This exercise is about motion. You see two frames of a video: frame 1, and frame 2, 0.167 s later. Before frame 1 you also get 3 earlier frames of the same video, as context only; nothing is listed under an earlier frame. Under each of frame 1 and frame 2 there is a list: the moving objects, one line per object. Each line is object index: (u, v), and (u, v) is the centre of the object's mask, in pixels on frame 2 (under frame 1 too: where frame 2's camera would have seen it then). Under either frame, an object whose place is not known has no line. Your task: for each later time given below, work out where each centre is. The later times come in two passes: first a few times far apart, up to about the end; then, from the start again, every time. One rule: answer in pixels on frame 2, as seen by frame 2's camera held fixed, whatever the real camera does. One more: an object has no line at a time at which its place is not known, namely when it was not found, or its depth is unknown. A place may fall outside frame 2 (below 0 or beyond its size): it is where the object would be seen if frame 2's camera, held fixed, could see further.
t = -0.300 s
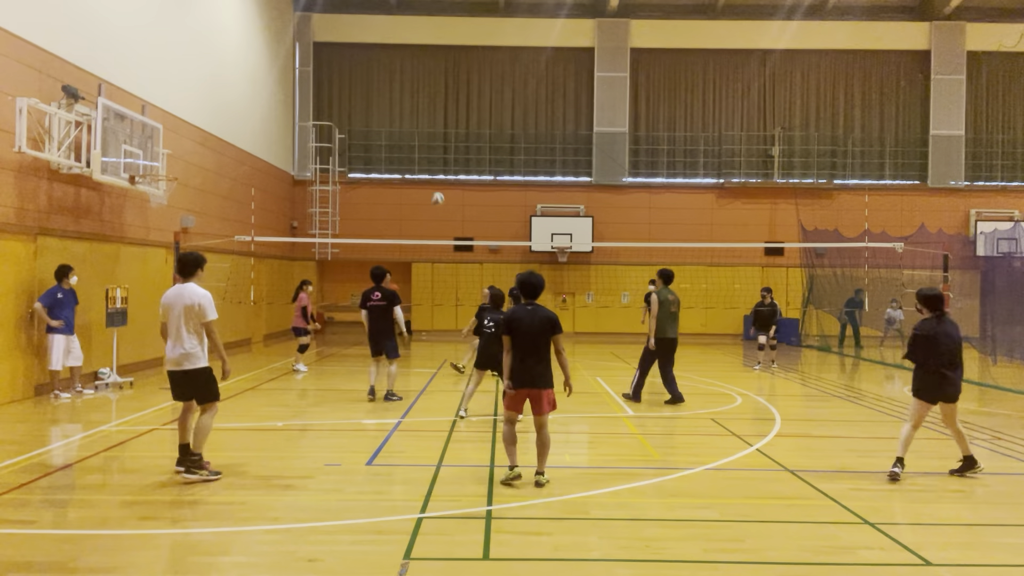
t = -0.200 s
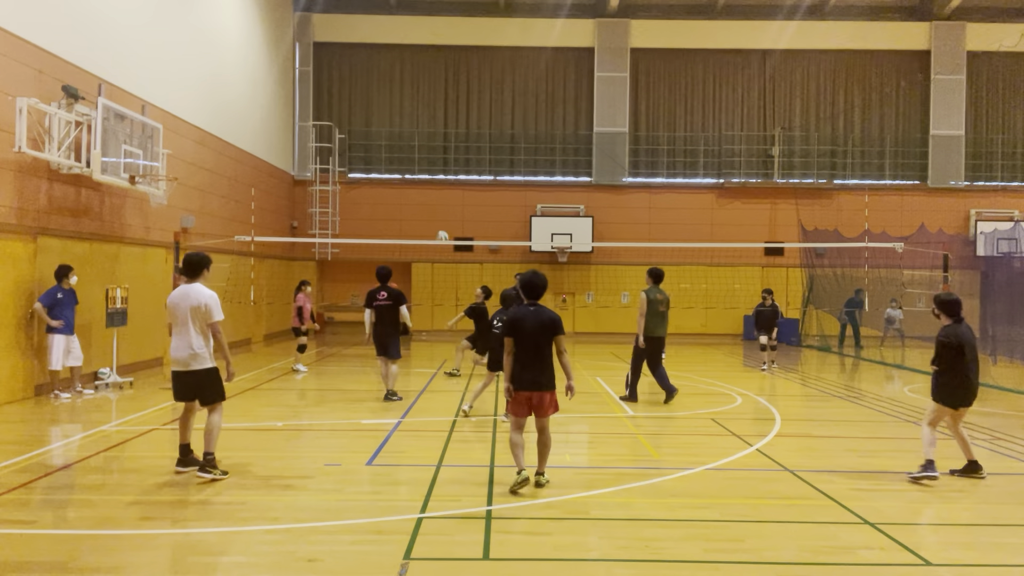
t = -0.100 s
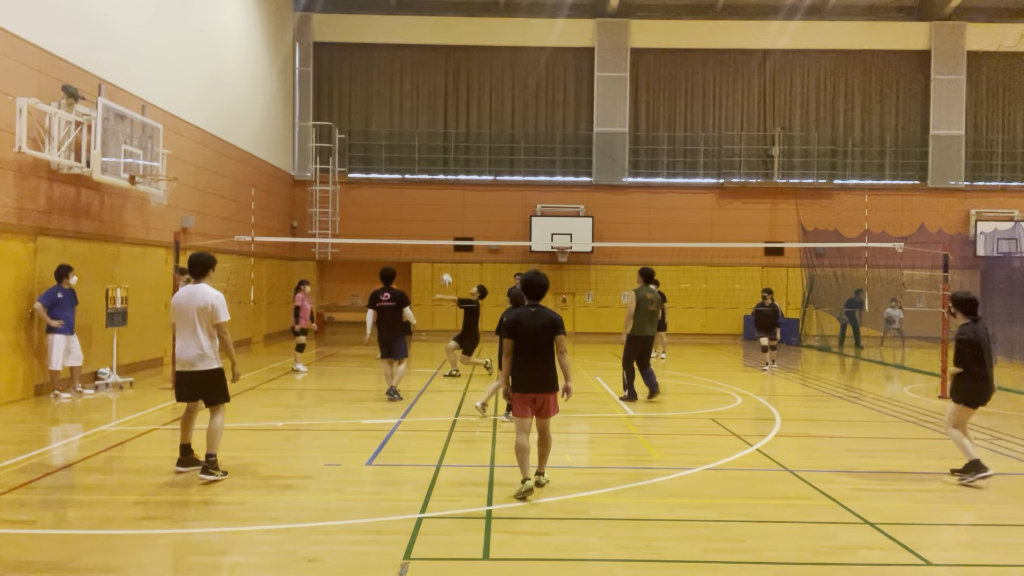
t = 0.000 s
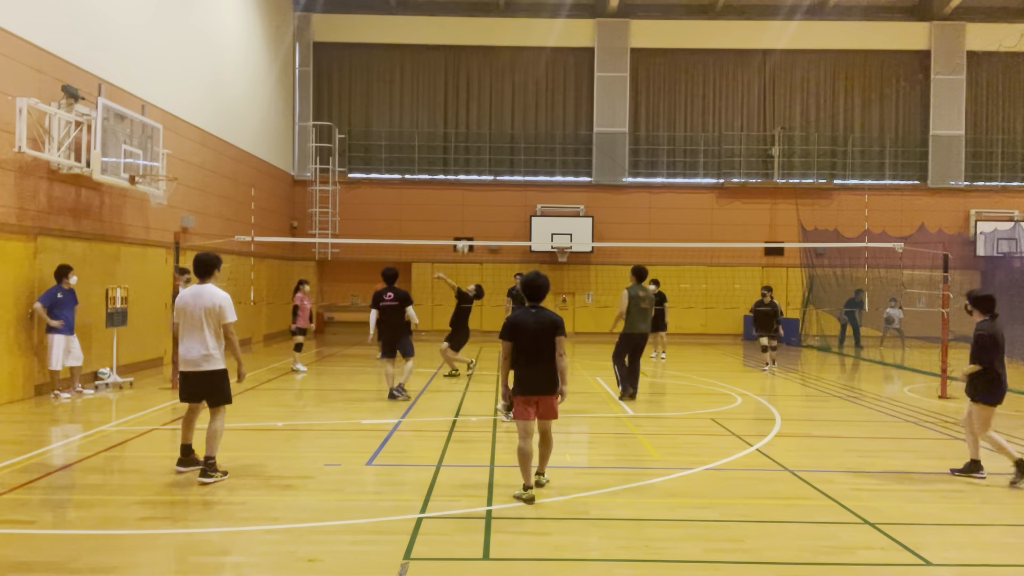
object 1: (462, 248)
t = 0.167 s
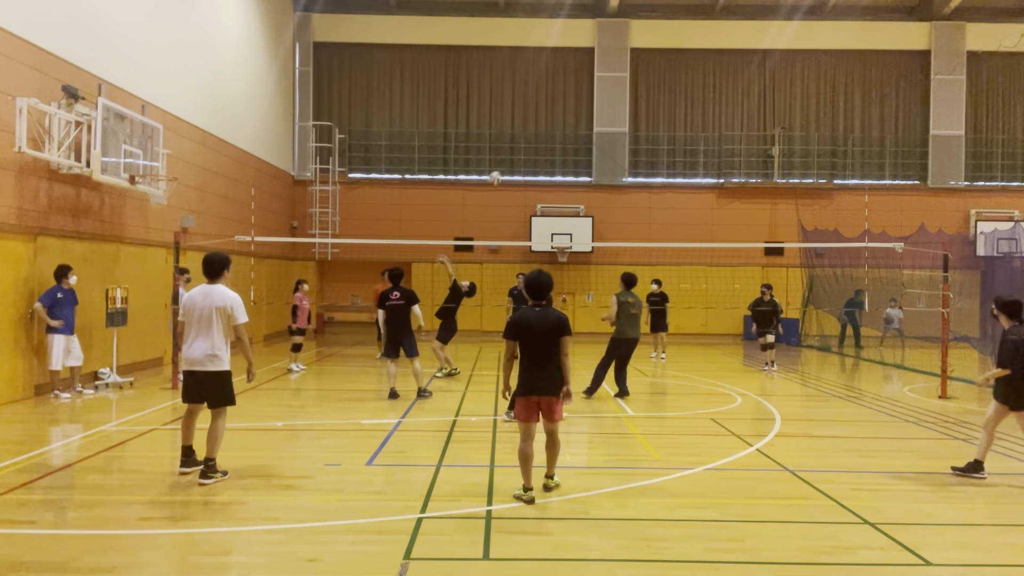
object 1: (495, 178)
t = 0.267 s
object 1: (514, 146)
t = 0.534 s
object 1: (565, 89)
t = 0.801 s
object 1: (614, 74)
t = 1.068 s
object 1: (663, 104)
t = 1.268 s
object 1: (697, 154)
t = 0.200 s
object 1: (501, 167)
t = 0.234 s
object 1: (508, 156)
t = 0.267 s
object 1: (514, 146)
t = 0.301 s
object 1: (520, 136)
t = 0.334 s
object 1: (527, 127)
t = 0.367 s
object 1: (533, 119)
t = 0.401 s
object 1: (539, 112)
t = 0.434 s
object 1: (546, 105)
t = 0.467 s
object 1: (552, 99)
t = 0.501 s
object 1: (558, 93)
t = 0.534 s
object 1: (565, 89)
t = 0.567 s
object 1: (571, 85)
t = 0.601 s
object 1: (577, 81)
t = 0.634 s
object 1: (584, 78)
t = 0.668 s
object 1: (589, 77)
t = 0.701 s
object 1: (596, 75)
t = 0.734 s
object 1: (602, 74)
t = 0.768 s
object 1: (608, 74)
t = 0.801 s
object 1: (614, 74)
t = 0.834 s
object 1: (621, 76)
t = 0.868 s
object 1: (627, 78)
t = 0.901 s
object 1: (633, 81)
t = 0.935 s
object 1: (639, 84)
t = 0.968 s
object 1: (645, 89)
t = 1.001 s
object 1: (651, 93)
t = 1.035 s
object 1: (657, 99)
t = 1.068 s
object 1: (663, 104)
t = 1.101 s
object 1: (669, 111)
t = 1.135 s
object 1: (675, 118)
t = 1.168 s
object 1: (680, 126)
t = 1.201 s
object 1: (686, 135)
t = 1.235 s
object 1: (692, 144)
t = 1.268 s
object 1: (697, 154)
